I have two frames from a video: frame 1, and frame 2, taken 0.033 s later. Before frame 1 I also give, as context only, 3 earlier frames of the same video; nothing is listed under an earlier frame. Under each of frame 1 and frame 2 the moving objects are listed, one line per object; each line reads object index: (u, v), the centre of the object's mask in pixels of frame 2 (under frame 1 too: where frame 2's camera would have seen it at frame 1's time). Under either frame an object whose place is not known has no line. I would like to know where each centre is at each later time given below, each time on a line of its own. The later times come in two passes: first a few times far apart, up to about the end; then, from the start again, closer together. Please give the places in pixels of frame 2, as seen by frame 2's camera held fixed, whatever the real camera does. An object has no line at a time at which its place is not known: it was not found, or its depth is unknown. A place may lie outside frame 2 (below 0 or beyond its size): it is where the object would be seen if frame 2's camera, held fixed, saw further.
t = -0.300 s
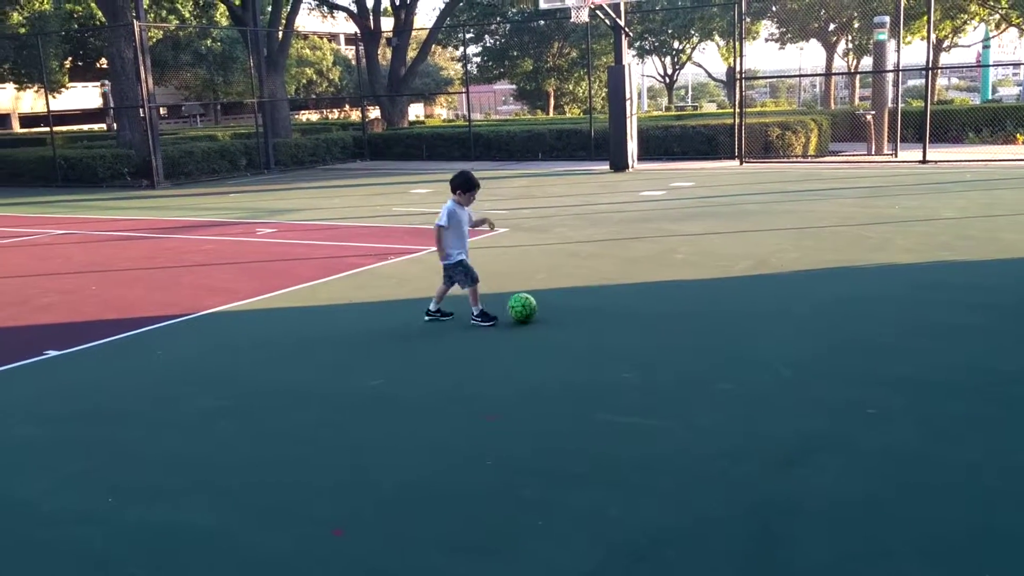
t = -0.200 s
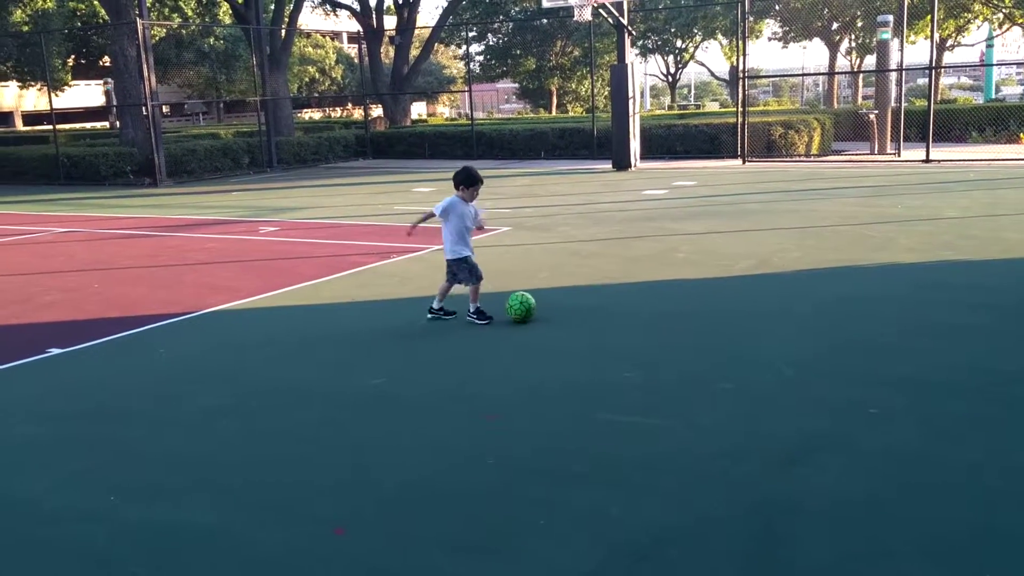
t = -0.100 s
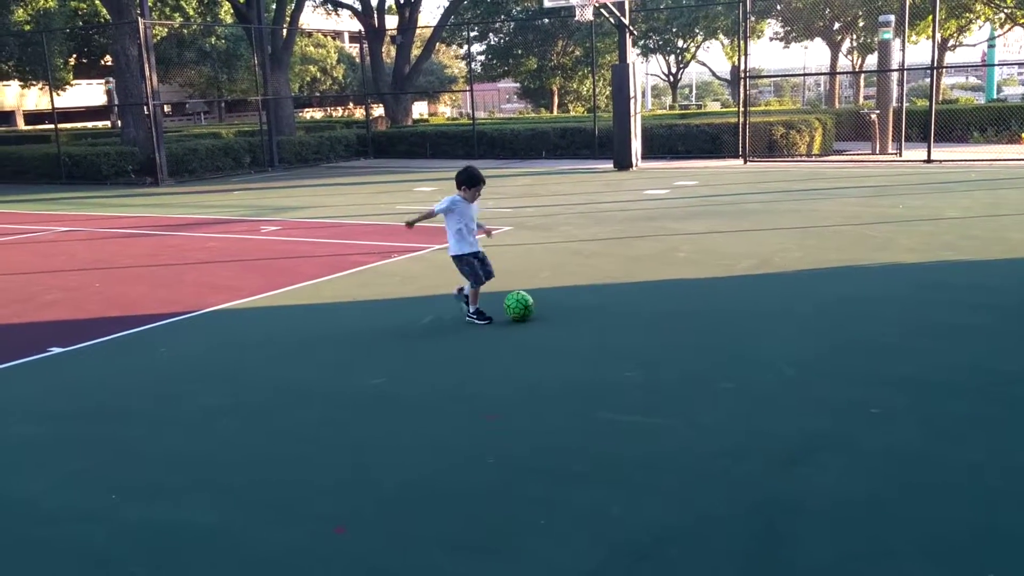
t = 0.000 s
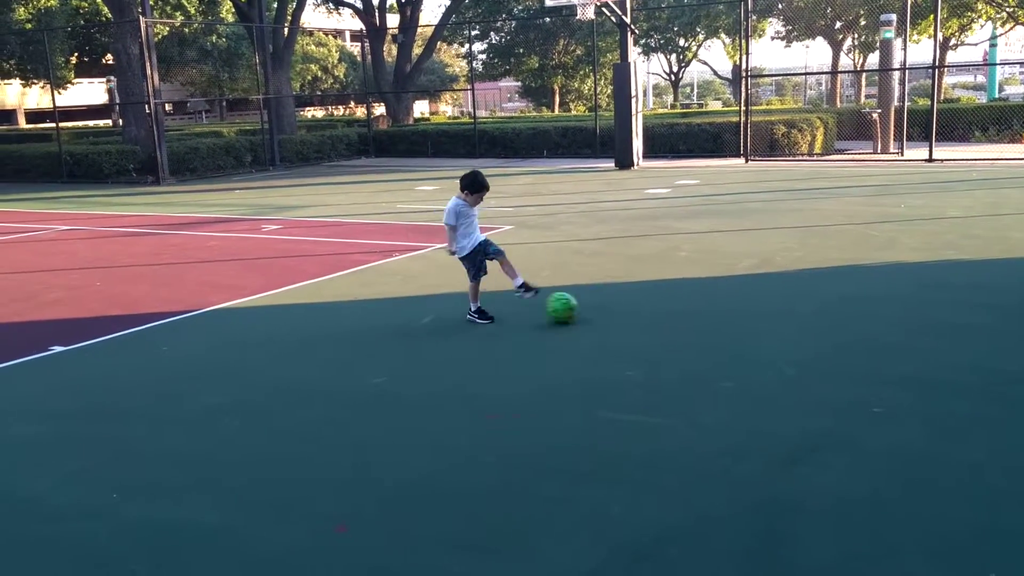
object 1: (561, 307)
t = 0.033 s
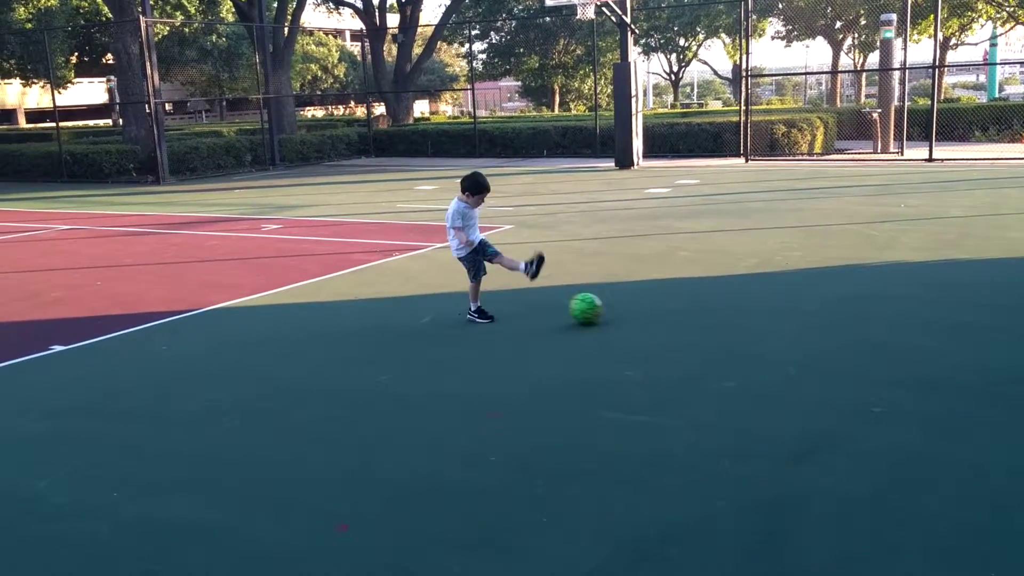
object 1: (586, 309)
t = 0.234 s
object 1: (722, 317)
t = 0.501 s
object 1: (863, 324)
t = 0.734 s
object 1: (990, 333)
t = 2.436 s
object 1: (980, 322)
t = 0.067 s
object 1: (610, 310)
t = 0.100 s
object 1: (633, 312)
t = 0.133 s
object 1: (657, 314)
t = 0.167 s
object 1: (679, 315)
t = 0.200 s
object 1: (700, 316)
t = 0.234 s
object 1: (722, 317)
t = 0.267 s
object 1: (741, 319)
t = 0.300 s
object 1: (761, 320)
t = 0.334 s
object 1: (779, 320)
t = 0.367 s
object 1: (796, 321)
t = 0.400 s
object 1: (813, 321)
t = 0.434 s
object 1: (829, 323)
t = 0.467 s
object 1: (846, 324)
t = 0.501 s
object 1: (863, 324)
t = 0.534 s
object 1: (881, 326)
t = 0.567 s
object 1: (898, 326)
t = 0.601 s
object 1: (917, 328)
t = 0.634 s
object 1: (934, 329)
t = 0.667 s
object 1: (953, 330)
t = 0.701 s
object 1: (971, 331)
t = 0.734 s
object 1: (990, 333)
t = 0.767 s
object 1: (1009, 334)
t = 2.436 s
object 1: (980, 322)
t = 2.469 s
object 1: (975, 322)
